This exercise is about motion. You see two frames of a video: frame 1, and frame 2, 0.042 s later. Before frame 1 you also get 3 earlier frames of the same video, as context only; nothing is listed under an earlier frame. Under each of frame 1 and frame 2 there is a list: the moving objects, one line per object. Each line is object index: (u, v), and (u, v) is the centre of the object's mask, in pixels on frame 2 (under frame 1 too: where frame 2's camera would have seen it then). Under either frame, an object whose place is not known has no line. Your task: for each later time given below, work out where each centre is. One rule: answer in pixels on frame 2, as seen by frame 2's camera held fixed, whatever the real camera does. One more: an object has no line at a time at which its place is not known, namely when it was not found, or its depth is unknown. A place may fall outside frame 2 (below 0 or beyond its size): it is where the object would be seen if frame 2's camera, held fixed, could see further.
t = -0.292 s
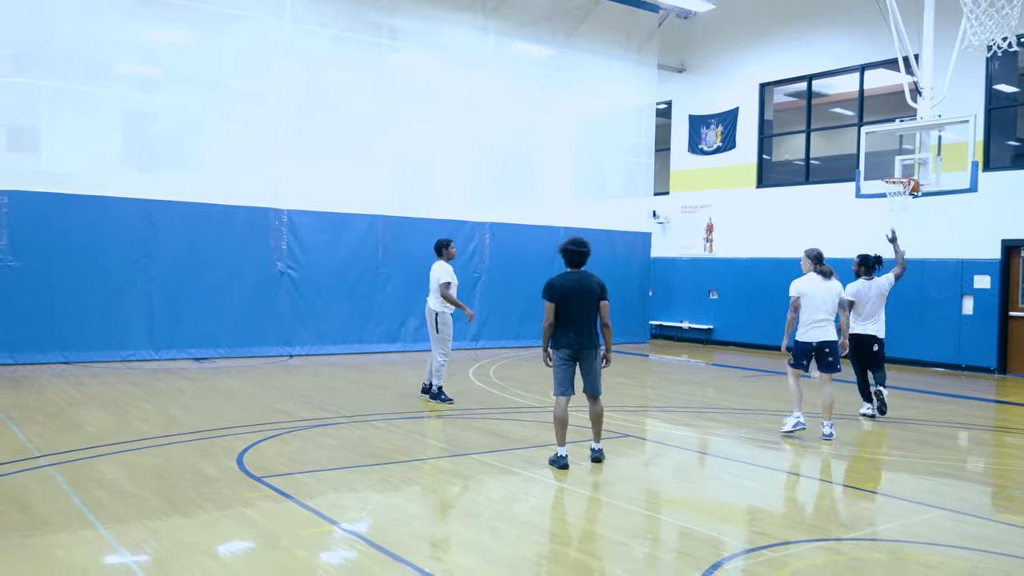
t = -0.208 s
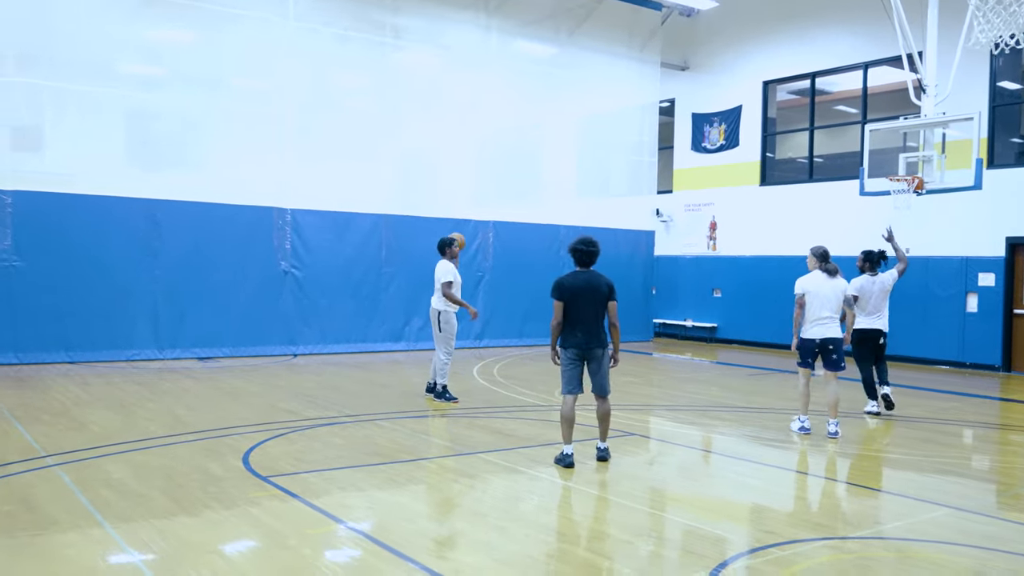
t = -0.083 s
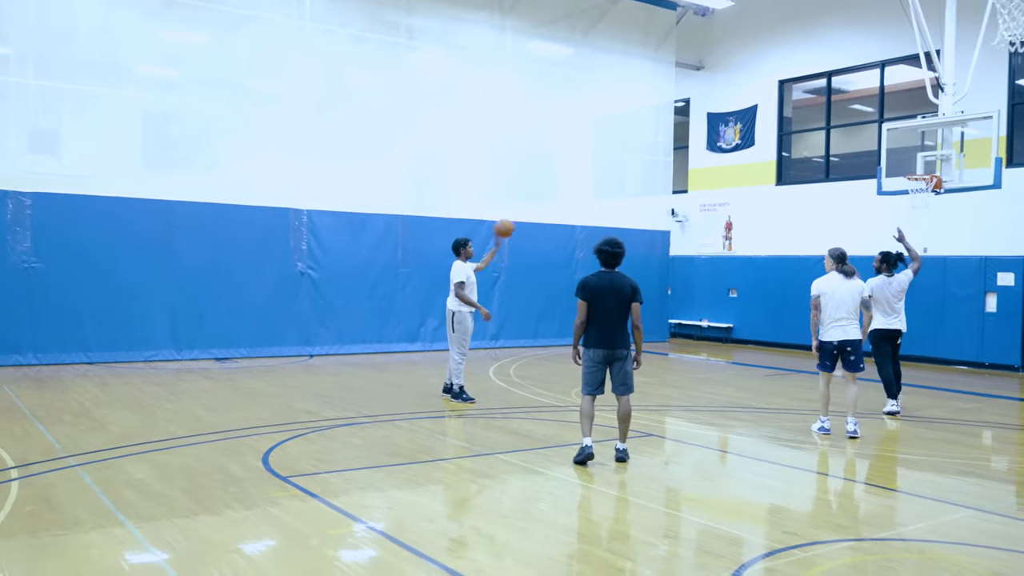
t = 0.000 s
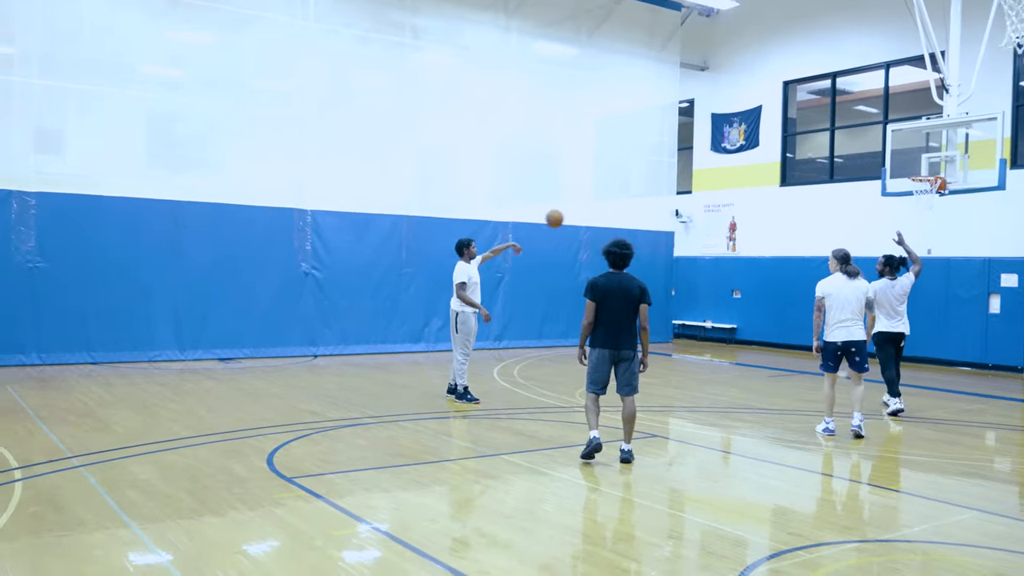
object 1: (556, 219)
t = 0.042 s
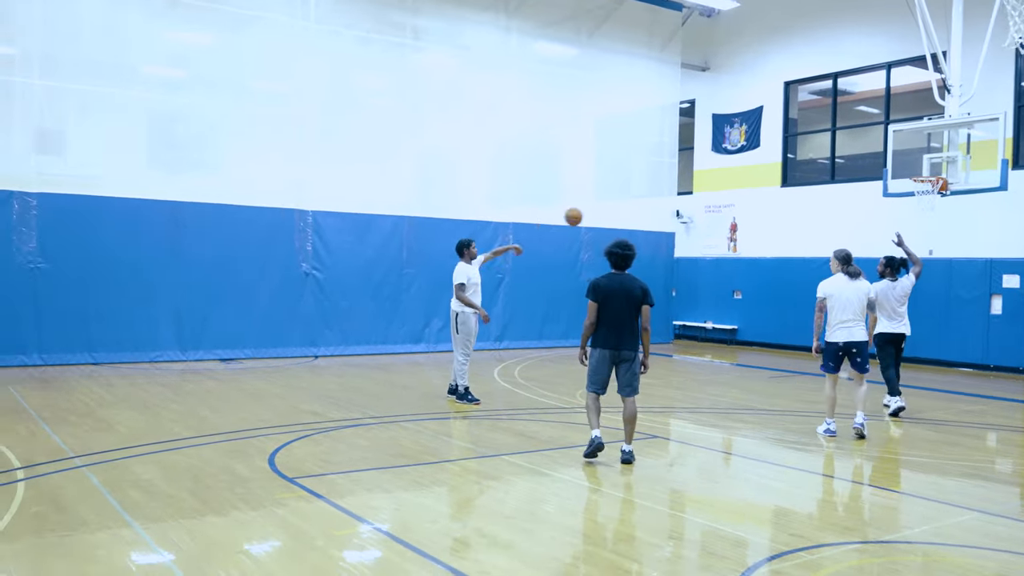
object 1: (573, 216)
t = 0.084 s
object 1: (600, 213)
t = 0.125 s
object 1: (620, 209)
